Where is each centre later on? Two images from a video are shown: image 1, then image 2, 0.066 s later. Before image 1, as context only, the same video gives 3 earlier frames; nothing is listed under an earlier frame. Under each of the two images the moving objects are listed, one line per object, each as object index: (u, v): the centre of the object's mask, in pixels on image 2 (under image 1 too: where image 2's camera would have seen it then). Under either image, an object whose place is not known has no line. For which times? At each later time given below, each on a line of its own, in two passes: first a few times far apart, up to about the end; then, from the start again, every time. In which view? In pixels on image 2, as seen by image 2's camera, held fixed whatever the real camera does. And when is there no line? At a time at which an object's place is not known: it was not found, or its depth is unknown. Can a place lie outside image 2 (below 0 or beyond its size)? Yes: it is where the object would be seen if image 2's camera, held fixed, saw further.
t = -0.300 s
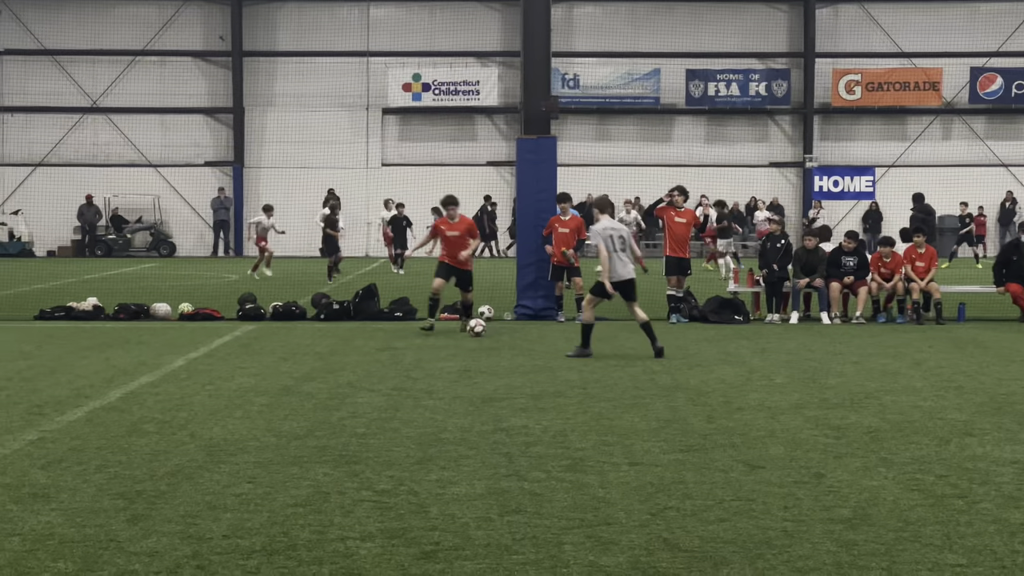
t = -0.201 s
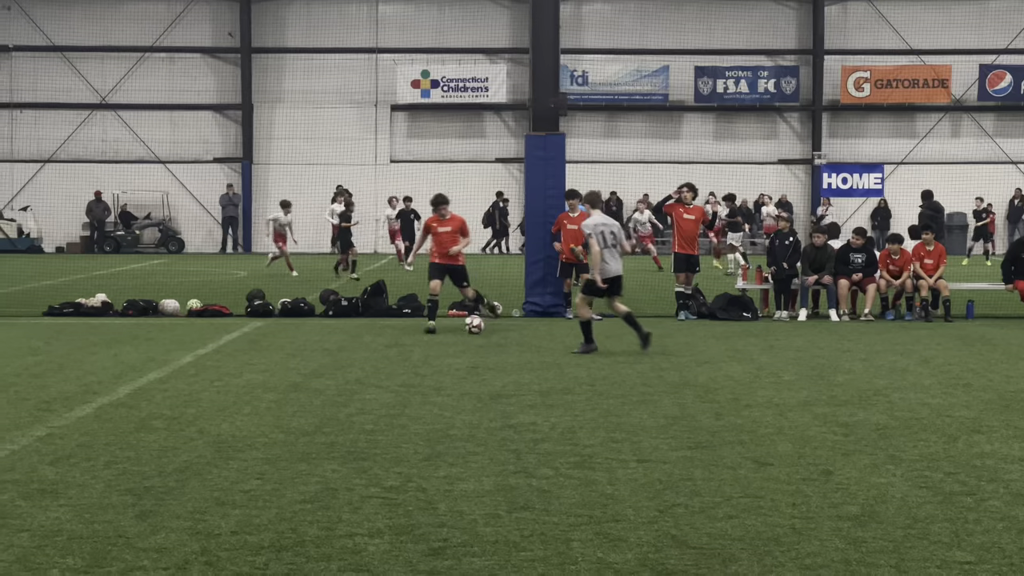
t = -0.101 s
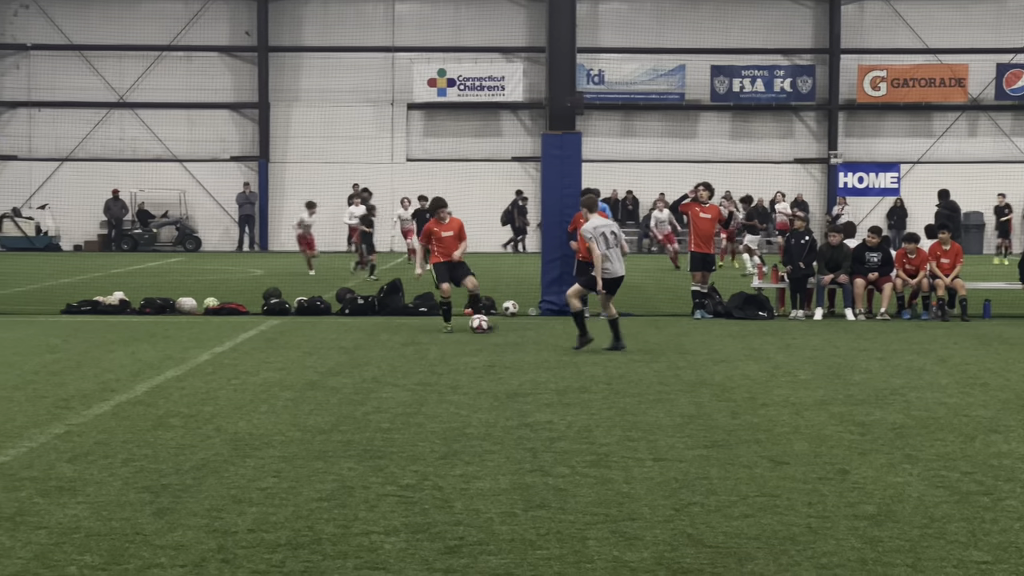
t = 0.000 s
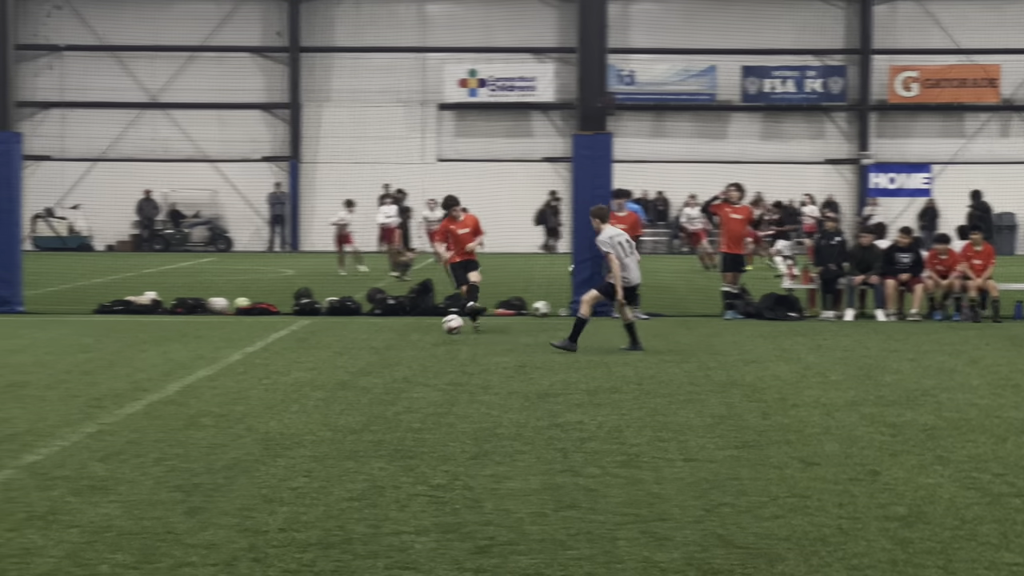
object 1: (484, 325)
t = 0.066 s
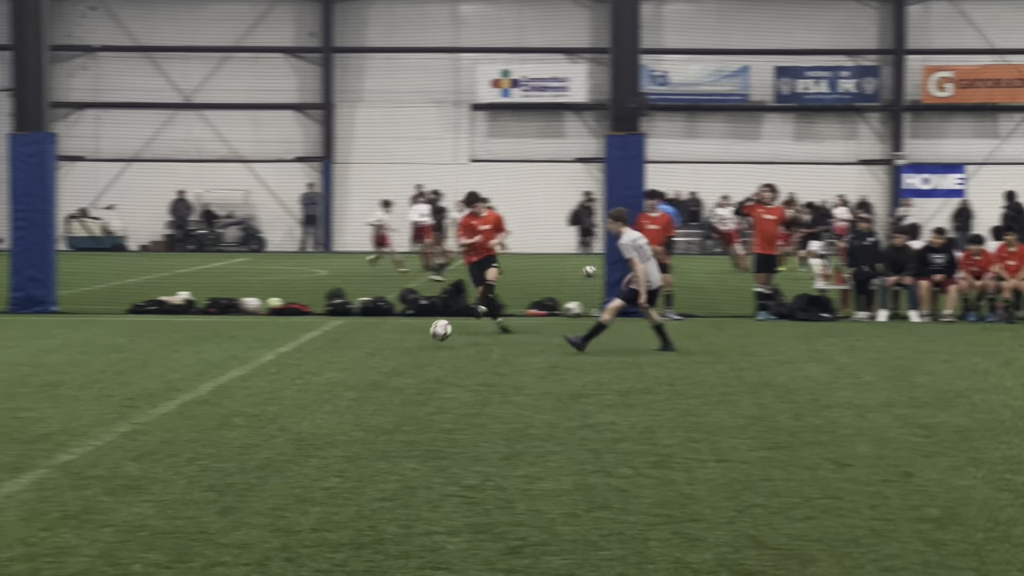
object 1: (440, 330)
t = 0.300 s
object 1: (265, 355)
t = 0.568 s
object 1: (33, 381)
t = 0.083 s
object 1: (429, 332)
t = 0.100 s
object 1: (417, 334)
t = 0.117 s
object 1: (405, 337)
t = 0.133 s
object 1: (392, 341)
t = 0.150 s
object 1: (379, 344)
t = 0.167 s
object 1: (367, 346)
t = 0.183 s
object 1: (355, 346)
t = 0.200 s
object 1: (343, 346)
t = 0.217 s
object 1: (330, 346)
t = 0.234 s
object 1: (317, 347)
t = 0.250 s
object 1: (304, 349)
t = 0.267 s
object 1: (292, 350)
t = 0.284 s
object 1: (279, 353)
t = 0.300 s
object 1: (265, 355)
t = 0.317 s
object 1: (250, 359)
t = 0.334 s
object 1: (237, 360)
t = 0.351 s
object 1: (224, 361)
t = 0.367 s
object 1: (210, 360)
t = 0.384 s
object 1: (196, 360)
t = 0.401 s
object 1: (183, 361)
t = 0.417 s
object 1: (169, 361)
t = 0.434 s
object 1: (155, 363)
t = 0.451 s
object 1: (140, 364)
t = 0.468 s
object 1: (126, 366)
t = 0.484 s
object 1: (110, 369)
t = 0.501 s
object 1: (95, 372)
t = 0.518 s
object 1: (79, 377)
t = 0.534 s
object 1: (63, 380)
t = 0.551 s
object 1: (47, 381)
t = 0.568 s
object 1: (33, 381)
